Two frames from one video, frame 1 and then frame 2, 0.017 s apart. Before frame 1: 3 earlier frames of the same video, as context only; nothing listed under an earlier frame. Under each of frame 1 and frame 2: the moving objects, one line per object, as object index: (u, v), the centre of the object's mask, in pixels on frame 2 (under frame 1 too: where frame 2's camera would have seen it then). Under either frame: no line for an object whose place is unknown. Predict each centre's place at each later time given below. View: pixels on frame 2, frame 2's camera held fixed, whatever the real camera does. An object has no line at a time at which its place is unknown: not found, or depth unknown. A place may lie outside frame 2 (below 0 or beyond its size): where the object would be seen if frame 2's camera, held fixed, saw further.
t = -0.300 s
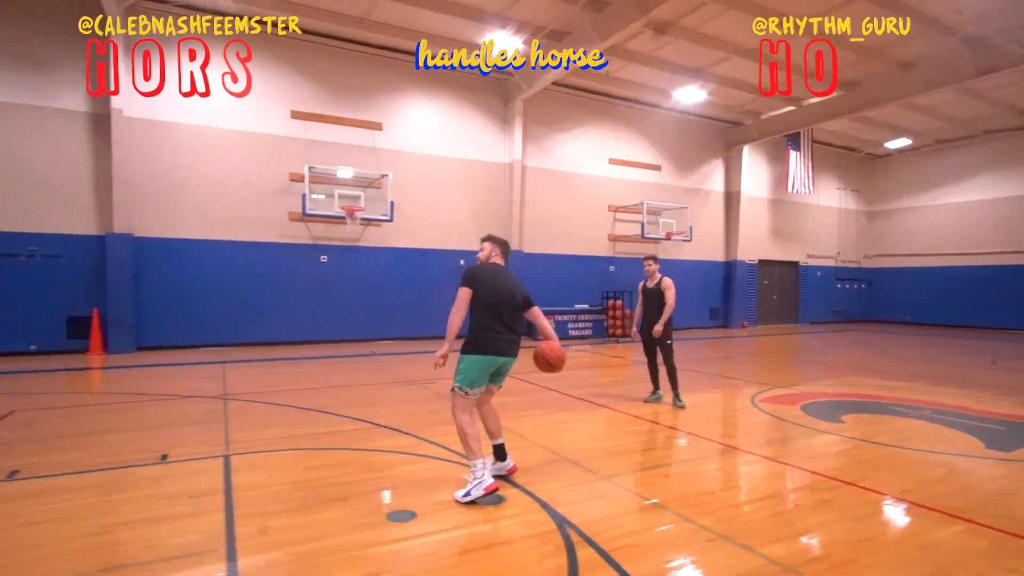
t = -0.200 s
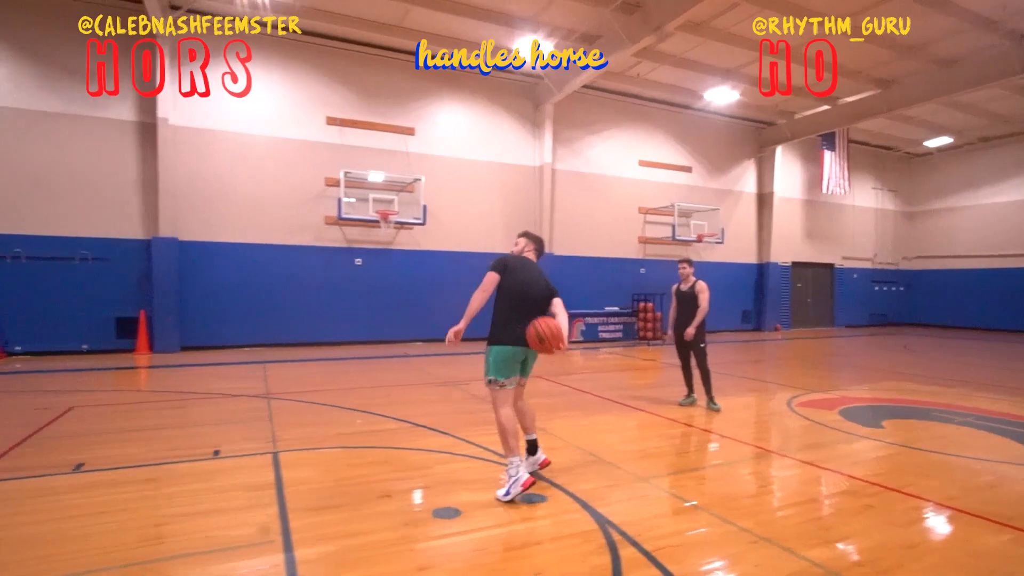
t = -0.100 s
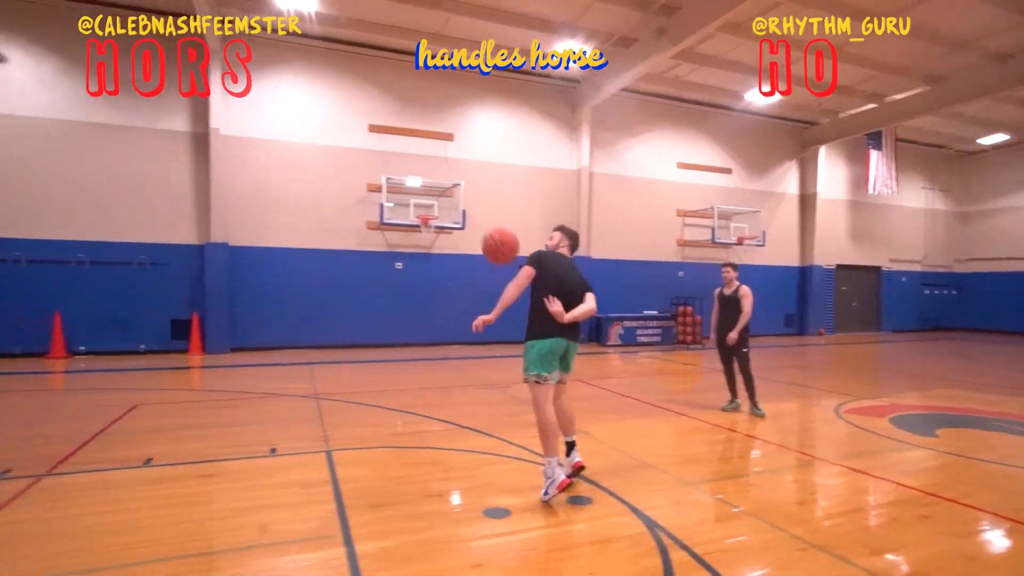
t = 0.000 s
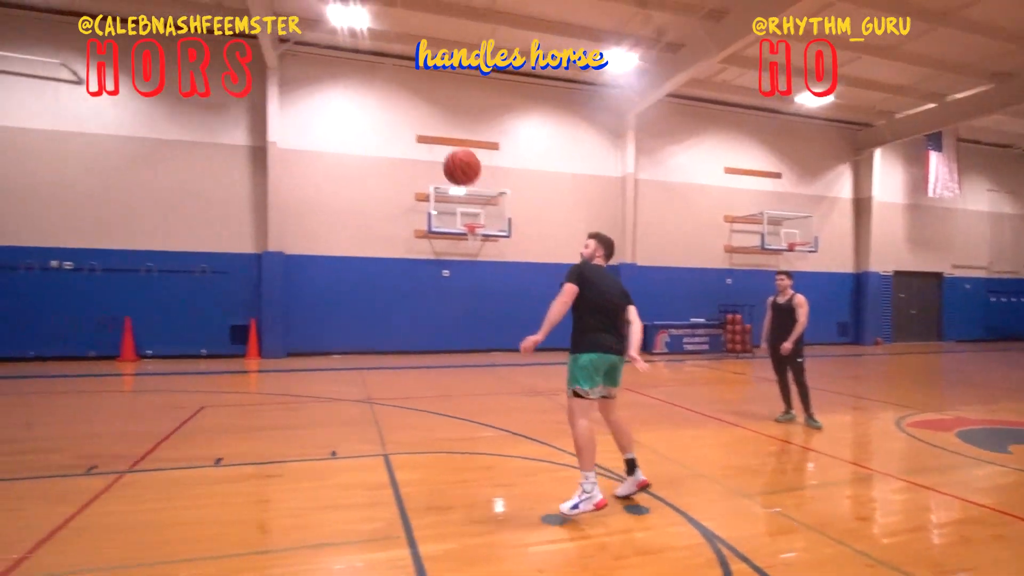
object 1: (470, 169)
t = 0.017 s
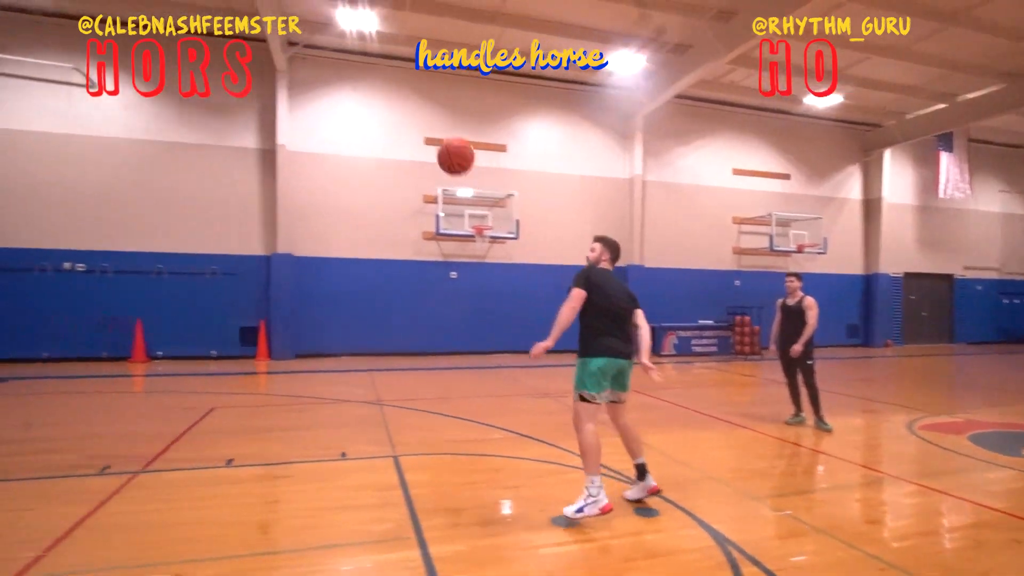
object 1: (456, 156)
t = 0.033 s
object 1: (441, 143)
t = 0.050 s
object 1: (427, 131)
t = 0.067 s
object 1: (412, 119)
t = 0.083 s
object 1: (397, 107)
